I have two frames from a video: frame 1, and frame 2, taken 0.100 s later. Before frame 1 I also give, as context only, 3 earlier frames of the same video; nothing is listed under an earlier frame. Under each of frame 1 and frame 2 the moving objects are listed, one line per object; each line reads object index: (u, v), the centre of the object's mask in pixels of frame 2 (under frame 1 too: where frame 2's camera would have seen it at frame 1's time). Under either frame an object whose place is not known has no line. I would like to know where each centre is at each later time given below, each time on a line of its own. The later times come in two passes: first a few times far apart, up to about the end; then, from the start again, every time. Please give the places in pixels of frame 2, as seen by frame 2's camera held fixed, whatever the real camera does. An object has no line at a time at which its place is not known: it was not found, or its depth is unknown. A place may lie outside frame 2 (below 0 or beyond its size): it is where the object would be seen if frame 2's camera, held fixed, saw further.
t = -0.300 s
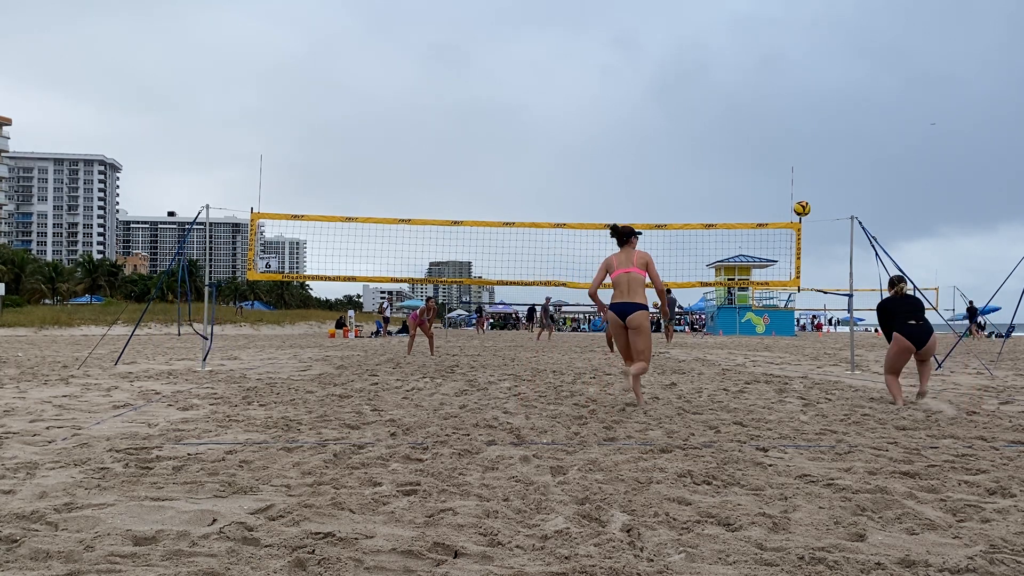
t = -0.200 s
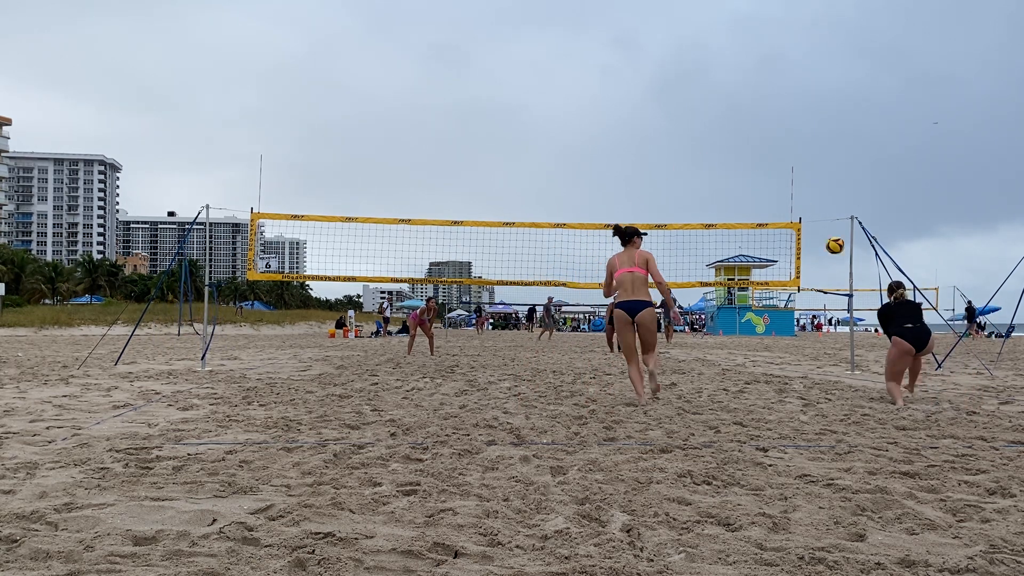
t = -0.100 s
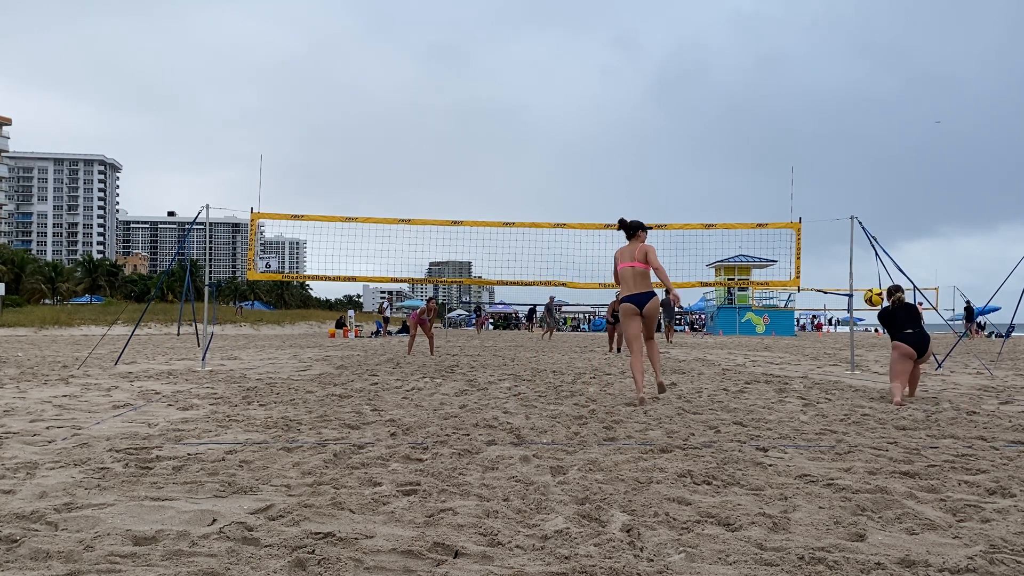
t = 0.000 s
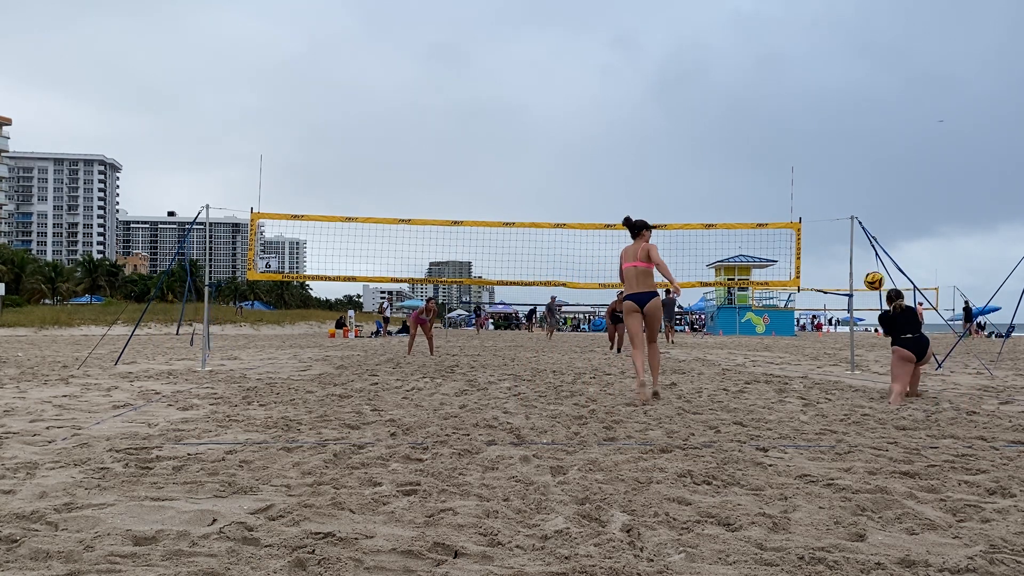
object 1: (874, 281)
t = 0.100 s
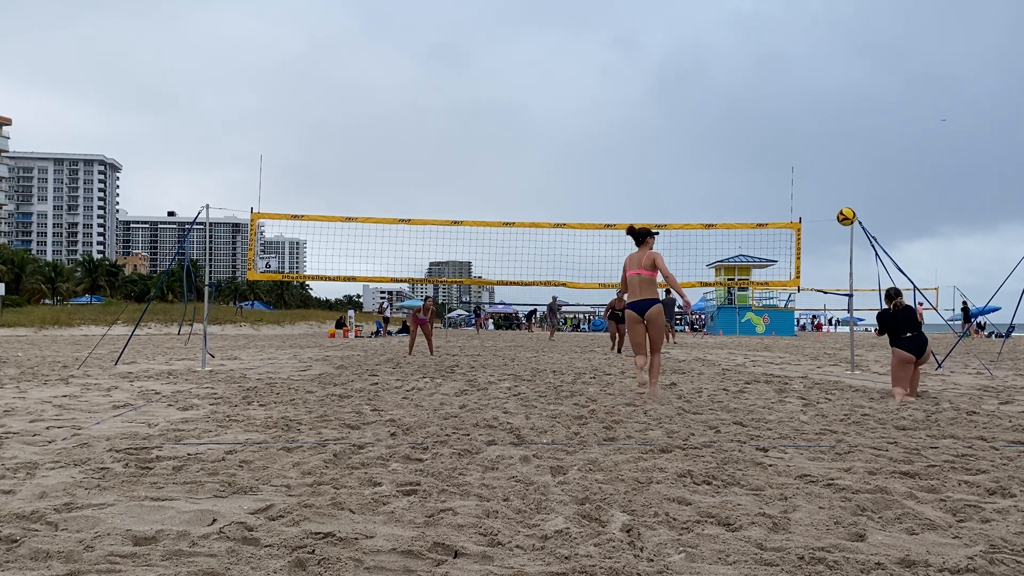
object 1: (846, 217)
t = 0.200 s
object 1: (821, 165)
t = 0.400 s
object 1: (778, 92)
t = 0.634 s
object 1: (736, 51)
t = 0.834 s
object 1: (705, 48)
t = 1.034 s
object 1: (677, 73)
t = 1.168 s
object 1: (661, 102)
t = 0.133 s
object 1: (838, 198)
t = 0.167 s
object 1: (829, 181)
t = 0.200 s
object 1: (821, 165)
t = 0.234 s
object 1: (814, 150)
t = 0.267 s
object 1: (806, 136)
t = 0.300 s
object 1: (799, 124)
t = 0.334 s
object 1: (792, 112)
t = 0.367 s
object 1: (785, 101)
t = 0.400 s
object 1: (778, 92)
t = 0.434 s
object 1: (772, 83)
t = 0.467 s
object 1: (766, 75)
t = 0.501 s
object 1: (760, 69)
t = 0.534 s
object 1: (754, 63)
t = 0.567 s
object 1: (748, 58)
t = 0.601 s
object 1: (742, 54)
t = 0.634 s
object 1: (736, 51)
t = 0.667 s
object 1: (731, 48)
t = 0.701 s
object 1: (726, 47)
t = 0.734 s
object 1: (720, 46)
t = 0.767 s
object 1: (715, 46)
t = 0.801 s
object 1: (710, 47)
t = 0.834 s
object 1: (705, 48)
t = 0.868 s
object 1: (700, 51)
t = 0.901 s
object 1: (695, 54)
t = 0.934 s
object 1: (691, 57)
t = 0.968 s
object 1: (686, 62)
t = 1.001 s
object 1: (682, 67)
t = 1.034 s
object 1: (677, 73)
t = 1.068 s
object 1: (673, 79)
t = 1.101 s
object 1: (669, 86)
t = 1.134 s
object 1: (665, 94)
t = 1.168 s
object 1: (661, 102)
